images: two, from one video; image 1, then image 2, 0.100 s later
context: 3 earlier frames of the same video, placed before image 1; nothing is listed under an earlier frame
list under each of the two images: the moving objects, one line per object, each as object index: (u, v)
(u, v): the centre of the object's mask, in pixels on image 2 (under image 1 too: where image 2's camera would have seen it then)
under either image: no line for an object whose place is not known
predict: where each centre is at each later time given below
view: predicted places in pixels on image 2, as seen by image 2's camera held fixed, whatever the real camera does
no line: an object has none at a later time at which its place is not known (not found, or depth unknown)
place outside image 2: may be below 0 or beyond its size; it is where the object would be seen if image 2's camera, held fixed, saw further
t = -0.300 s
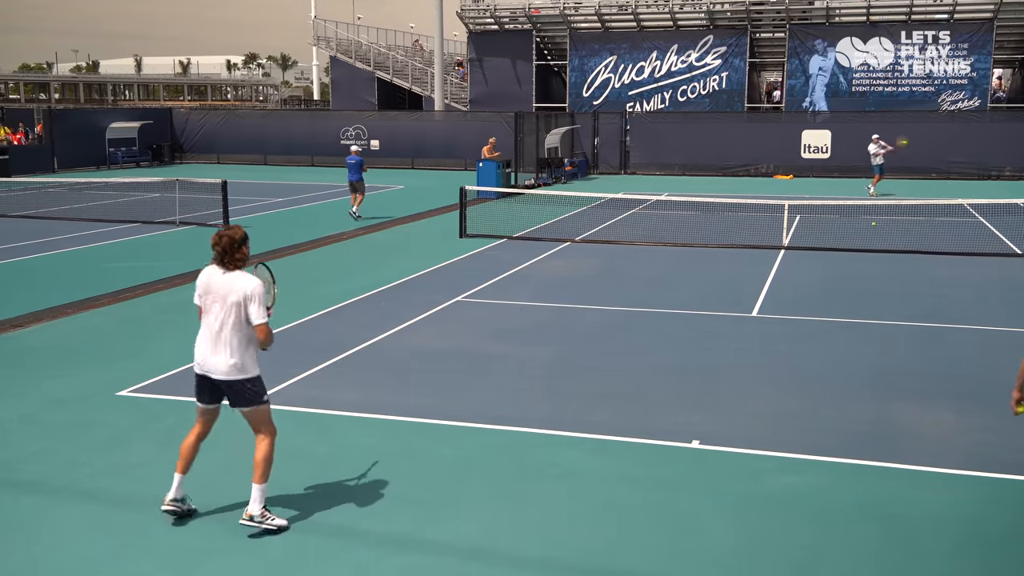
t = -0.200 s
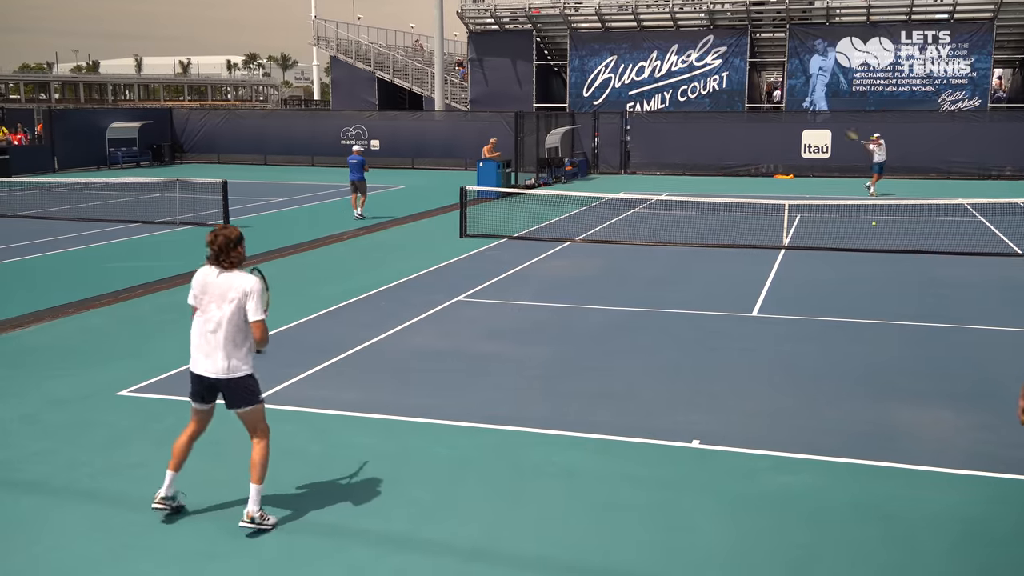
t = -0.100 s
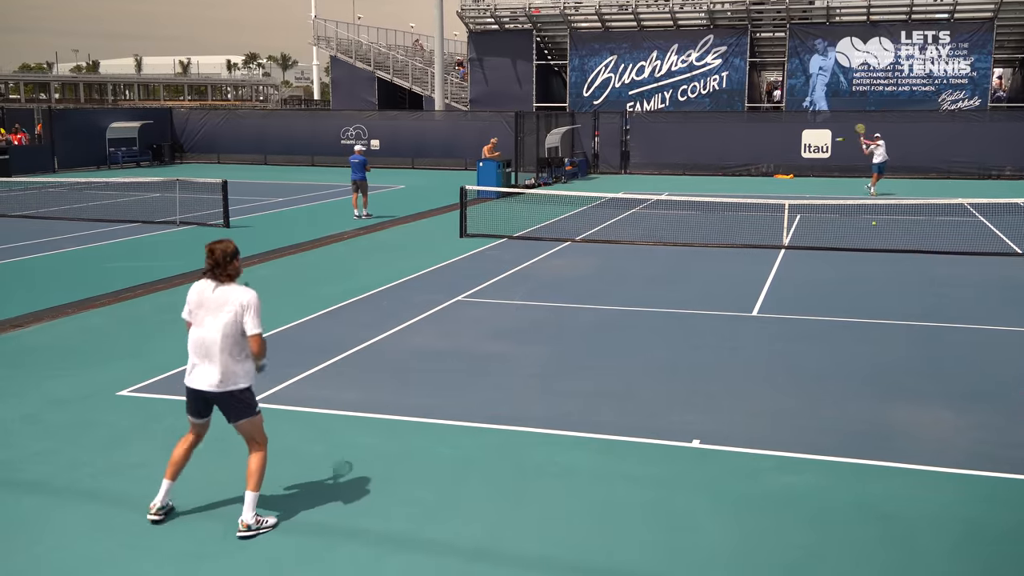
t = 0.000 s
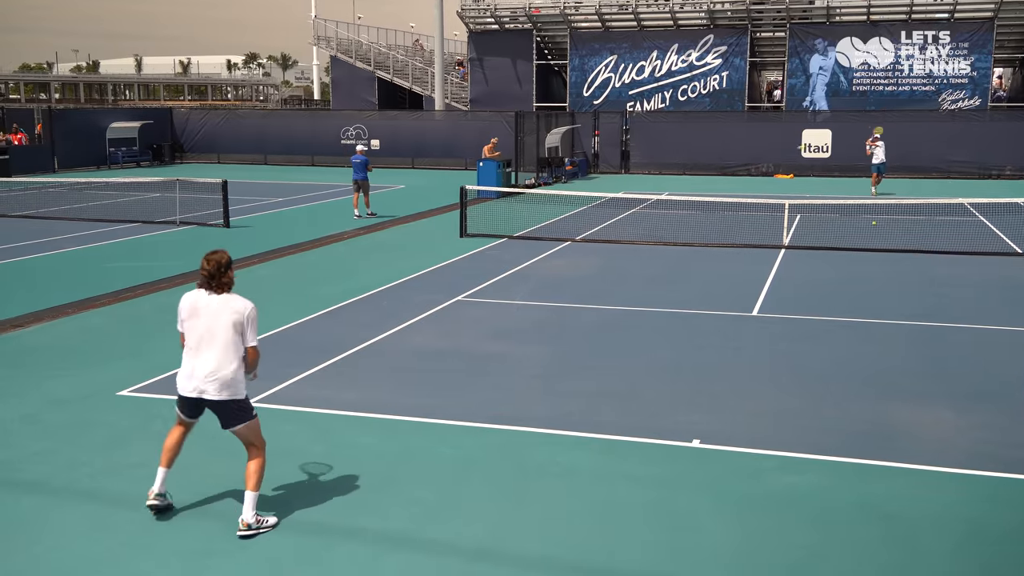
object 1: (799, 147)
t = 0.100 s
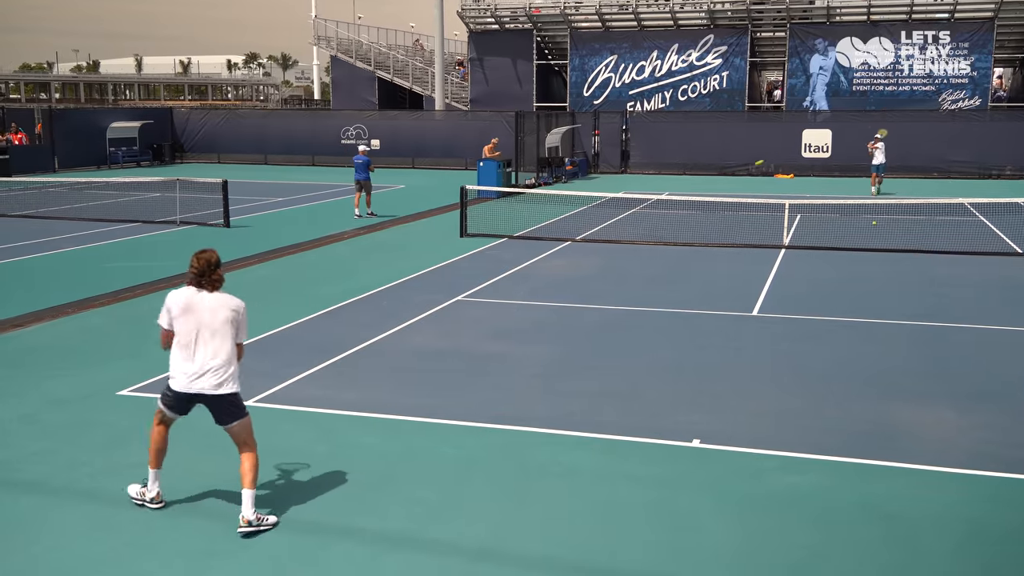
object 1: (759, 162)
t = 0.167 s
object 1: (728, 177)
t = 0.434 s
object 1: (568, 300)
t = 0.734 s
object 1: (393, 265)
